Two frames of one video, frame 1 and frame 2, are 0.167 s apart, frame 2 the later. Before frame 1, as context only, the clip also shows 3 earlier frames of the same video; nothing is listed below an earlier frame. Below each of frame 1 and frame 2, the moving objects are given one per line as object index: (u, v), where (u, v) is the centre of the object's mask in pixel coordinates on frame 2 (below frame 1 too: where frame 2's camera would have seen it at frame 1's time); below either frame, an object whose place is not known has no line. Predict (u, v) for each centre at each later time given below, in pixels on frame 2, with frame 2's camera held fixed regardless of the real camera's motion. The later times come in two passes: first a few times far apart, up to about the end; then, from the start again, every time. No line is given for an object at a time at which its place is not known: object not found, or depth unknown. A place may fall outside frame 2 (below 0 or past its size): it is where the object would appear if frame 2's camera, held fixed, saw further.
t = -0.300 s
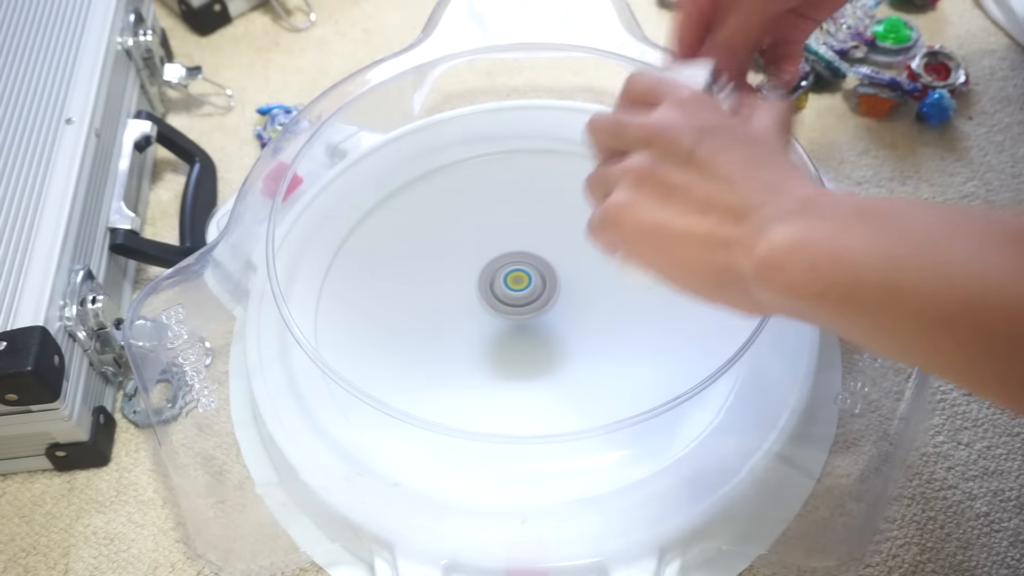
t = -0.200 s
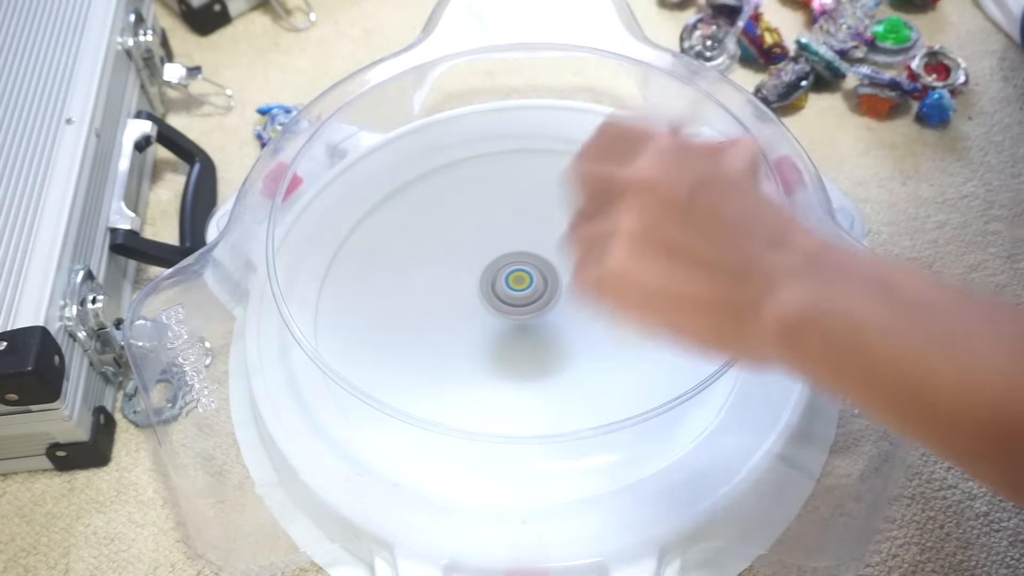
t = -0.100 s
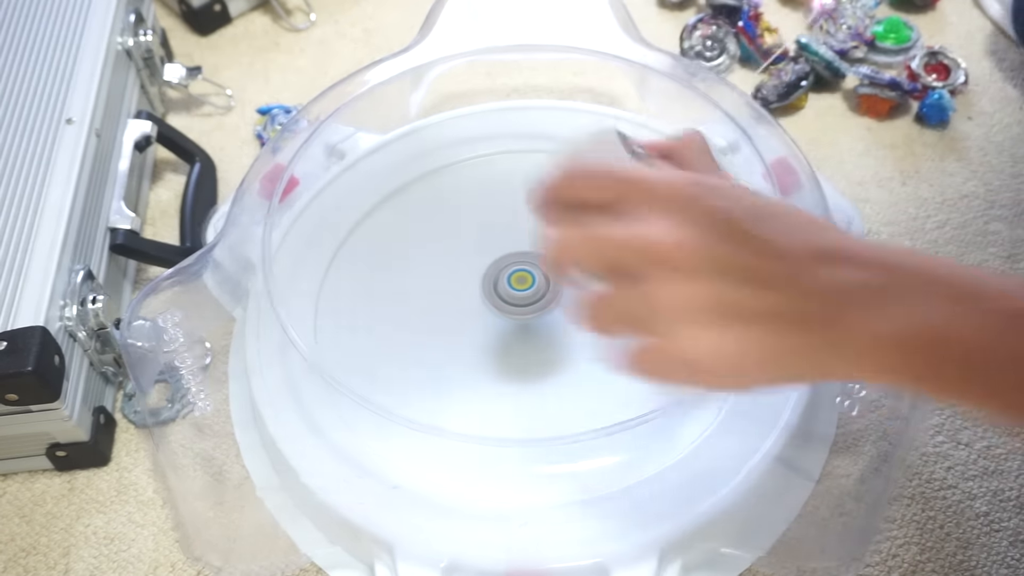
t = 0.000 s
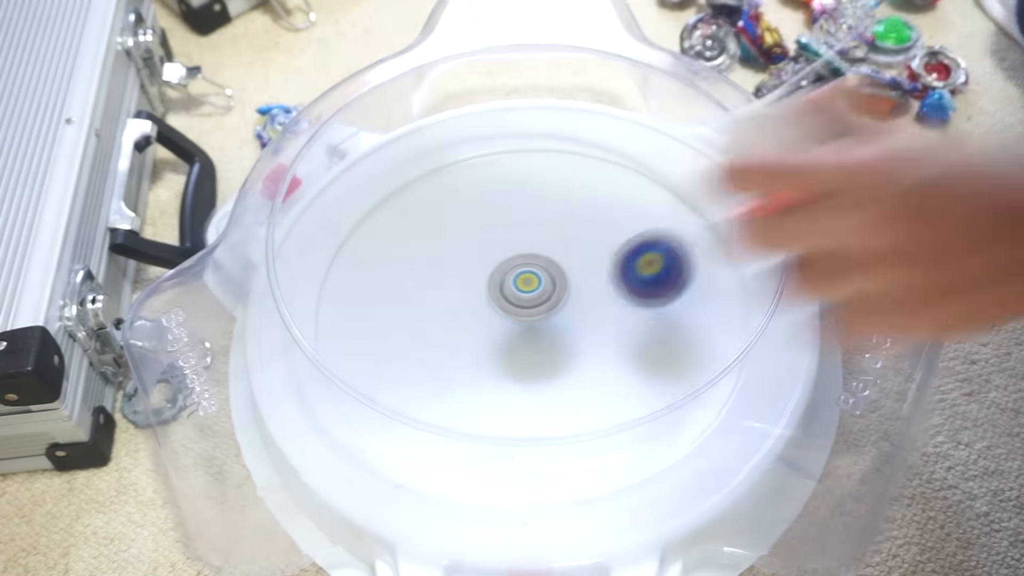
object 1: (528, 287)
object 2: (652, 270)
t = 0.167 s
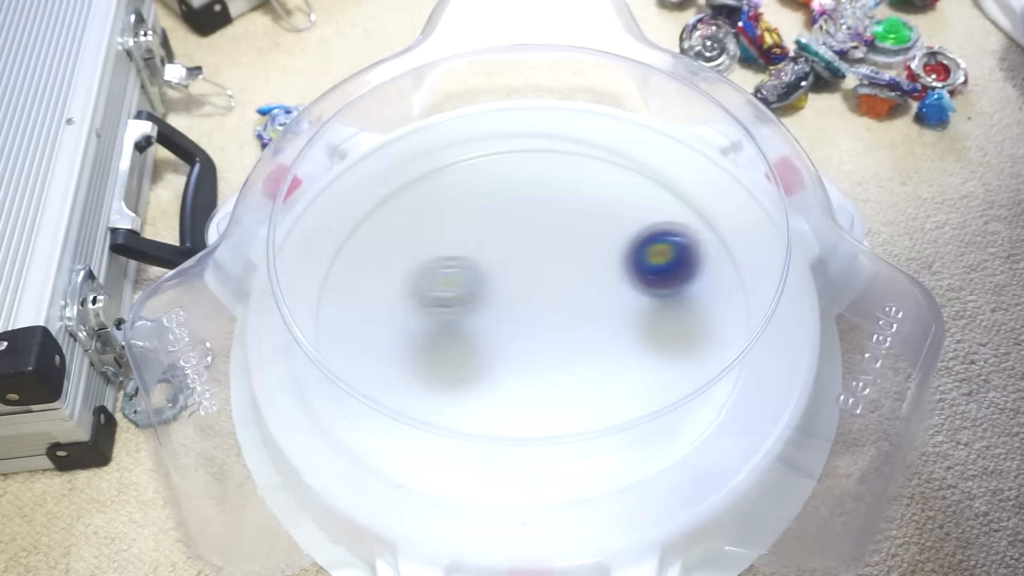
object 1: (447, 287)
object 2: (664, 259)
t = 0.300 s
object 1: (380, 308)
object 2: (693, 283)
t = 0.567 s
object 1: (421, 390)
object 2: (639, 369)
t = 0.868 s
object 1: (416, 369)
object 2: (586, 349)
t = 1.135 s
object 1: (461, 328)
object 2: (594, 283)
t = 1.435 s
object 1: (402, 336)
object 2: (603, 244)
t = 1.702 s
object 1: (404, 333)
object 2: (513, 325)
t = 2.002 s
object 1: (428, 321)
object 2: (588, 418)
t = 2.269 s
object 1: (499, 293)
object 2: (675, 348)
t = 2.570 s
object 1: (471, 181)
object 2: (575, 226)
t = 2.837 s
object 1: (432, 218)
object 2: (456, 359)
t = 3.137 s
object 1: (529, 298)
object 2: (588, 457)
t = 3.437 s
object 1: (628, 270)
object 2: (719, 269)
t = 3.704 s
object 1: (516, 276)
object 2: (592, 180)
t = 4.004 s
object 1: (492, 400)
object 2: (385, 351)
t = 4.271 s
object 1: (610, 428)
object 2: (474, 469)
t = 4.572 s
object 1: (679, 317)
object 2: (507, 325)
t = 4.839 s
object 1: (590, 277)
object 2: (480, 241)
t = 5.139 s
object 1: (537, 269)
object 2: (416, 283)
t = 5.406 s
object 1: (516, 271)
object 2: (486, 368)
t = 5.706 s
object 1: (513, 277)
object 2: (609, 223)
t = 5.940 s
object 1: (521, 283)
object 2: (490, 152)
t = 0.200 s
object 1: (424, 290)
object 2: (675, 261)
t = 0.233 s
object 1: (406, 293)
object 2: (684, 266)
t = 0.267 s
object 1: (392, 299)
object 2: (691, 273)
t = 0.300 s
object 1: (380, 308)
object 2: (693, 283)
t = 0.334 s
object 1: (374, 323)
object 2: (694, 293)
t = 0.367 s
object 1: (374, 338)
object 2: (693, 304)
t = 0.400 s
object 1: (379, 353)
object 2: (689, 316)
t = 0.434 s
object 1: (387, 366)
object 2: (683, 328)
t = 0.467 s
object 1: (394, 377)
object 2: (675, 338)
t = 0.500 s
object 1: (403, 383)
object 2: (664, 349)
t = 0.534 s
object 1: (413, 387)
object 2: (653, 358)
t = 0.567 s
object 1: (421, 390)
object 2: (639, 369)
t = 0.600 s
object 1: (430, 392)
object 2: (624, 375)
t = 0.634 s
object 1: (438, 390)
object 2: (608, 379)
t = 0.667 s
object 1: (446, 390)
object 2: (592, 381)
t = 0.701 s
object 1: (452, 390)
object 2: (576, 380)
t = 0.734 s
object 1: (459, 389)
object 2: (560, 376)
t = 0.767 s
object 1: (459, 387)
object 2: (551, 371)
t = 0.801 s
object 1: (440, 383)
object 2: (563, 366)
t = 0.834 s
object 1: (425, 378)
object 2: (575, 359)
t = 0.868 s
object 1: (416, 369)
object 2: (586, 349)
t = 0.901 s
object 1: (414, 358)
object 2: (596, 339)
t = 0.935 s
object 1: (416, 350)
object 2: (604, 330)
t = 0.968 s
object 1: (421, 344)
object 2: (609, 321)
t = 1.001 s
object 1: (428, 340)
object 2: (612, 310)
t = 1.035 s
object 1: (437, 336)
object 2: (612, 301)
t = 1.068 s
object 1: (445, 333)
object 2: (609, 294)
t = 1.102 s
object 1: (453, 330)
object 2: (603, 288)
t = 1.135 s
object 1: (461, 328)
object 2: (594, 283)
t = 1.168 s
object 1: (468, 325)
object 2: (583, 280)
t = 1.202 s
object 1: (475, 322)
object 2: (569, 280)
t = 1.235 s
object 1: (477, 320)
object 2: (556, 279)
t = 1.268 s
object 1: (453, 327)
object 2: (564, 273)
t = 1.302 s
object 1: (429, 332)
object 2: (579, 263)
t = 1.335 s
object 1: (413, 335)
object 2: (590, 254)
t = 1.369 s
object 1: (404, 335)
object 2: (598, 248)
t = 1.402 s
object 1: (401, 335)
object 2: (603, 244)
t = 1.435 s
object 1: (402, 336)
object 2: (603, 244)
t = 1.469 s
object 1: (404, 336)
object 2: (600, 248)
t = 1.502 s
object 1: (406, 337)
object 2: (591, 254)
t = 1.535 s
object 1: (410, 337)
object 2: (580, 261)
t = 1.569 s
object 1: (414, 337)
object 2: (564, 271)
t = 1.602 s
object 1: (418, 336)
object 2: (546, 282)
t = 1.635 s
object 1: (423, 334)
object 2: (525, 296)
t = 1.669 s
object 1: (422, 333)
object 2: (509, 312)
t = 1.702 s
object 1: (404, 333)
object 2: (513, 325)
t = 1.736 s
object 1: (391, 330)
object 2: (517, 338)
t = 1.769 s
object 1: (385, 327)
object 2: (521, 353)
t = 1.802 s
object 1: (385, 325)
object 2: (526, 366)
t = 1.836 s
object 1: (389, 324)
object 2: (533, 377)
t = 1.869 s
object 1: (396, 324)
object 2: (540, 391)
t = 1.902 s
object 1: (403, 324)
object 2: (550, 397)
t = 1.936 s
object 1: (411, 323)
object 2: (561, 402)
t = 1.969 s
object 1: (419, 322)
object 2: (573, 405)
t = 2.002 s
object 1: (428, 321)
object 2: (588, 418)
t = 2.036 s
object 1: (436, 319)
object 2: (603, 420)
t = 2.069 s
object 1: (445, 317)
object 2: (617, 421)
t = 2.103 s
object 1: (454, 315)
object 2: (633, 417)
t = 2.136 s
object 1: (463, 313)
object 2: (648, 412)
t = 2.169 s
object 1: (471, 310)
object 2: (662, 404)
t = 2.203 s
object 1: (480, 306)
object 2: (673, 390)
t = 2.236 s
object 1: (489, 300)
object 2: (674, 366)
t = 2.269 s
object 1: (499, 293)
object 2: (675, 348)
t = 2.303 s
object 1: (508, 283)
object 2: (664, 326)
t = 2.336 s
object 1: (517, 273)
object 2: (649, 301)
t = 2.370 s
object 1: (524, 262)
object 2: (629, 276)
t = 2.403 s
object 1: (526, 249)
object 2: (611, 257)
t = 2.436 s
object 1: (510, 226)
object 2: (611, 240)
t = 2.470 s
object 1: (496, 210)
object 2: (608, 234)
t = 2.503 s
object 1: (486, 196)
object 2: (601, 230)
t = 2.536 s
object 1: (478, 185)
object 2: (590, 227)
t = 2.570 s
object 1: (471, 181)
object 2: (575, 226)
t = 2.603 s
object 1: (467, 183)
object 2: (557, 229)
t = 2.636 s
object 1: (464, 188)
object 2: (535, 234)
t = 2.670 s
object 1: (458, 191)
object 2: (517, 249)
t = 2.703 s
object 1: (447, 190)
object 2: (504, 268)
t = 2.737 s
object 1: (440, 193)
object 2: (488, 289)
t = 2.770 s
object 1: (436, 199)
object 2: (475, 311)
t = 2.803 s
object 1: (433, 208)
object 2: (464, 334)
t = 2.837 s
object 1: (432, 218)
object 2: (456, 359)
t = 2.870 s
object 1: (433, 229)
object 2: (452, 383)
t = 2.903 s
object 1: (436, 241)
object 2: (455, 398)
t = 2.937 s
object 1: (442, 252)
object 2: (461, 426)
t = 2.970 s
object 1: (452, 262)
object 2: (472, 443)
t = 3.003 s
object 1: (464, 272)
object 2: (488, 457)
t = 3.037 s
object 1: (479, 280)
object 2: (509, 465)
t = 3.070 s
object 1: (495, 288)
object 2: (534, 471)
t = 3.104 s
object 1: (512, 294)
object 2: (561, 465)
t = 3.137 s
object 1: (529, 298)
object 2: (588, 457)
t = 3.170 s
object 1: (545, 301)
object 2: (616, 445)
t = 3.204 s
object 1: (561, 302)
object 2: (647, 427)
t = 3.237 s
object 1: (577, 302)
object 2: (671, 407)
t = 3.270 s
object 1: (592, 301)
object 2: (691, 382)
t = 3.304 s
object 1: (606, 299)
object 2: (696, 350)
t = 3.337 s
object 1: (620, 298)
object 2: (703, 328)
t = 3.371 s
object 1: (626, 291)
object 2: (712, 298)
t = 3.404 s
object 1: (627, 281)
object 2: (717, 280)
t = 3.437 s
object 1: (628, 270)
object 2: (719, 269)
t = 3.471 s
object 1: (621, 259)
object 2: (719, 254)
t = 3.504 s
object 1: (610, 253)
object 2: (714, 238)
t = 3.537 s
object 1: (600, 248)
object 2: (702, 224)
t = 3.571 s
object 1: (590, 246)
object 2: (682, 212)
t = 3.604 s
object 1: (581, 245)
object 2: (658, 203)
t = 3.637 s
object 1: (557, 256)
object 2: (639, 192)
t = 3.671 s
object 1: (535, 266)
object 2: (618, 183)
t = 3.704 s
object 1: (516, 276)
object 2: (592, 180)
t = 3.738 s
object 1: (500, 288)
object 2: (563, 183)
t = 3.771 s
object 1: (488, 300)
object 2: (533, 190)
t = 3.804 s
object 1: (479, 315)
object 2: (503, 202)
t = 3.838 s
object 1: (473, 329)
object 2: (473, 220)
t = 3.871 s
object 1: (472, 346)
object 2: (445, 242)
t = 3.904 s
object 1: (474, 361)
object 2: (422, 266)
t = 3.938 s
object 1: (479, 375)
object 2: (404, 292)
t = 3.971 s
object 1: (484, 391)
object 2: (392, 322)
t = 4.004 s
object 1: (492, 400)
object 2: (385, 351)
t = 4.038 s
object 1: (500, 407)
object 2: (391, 375)
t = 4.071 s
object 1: (505, 430)
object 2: (399, 410)
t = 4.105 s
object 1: (509, 436)
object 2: (411, 443)
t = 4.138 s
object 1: (523, 443)
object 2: (424, 460)
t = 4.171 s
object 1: (543, 446)
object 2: (443, 466)
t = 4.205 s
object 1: (557, 445)
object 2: (465, 470)
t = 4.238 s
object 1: (579, 438)
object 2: (475, 472)
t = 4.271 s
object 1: (610, 428)
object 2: (474, 469)
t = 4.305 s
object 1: (638, 416)
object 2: (480, 451)
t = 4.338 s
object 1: (661, 402)
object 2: (483, 433)
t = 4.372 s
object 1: (679, 387)
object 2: (490, 409)
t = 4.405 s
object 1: (690, 372)
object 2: (492, 400)
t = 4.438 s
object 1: (692, 353)
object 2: (496, 387)
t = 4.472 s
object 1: (696, 343)
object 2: (500, 372)
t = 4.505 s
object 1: (693, 334)
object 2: (503, 356)
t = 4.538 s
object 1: (686, 325)
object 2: (506, 341)
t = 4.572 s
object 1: (679, 317)
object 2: (507, 325)
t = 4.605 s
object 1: (669, 310)
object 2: (507, 311)
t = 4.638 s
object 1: (659, 304)
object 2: (506, 296)
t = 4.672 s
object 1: (648, 297)
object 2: (504, 282)
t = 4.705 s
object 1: (636, 292)
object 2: (501, 270)
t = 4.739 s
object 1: (623, 286)
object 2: (497, 260)
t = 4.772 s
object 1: (611, 283)
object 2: (492, 252)
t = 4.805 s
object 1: (600, 280)
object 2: (486, 245)
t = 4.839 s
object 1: (590, 277)
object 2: (480, 241)
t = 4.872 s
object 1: (582, 275)
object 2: (472, 239)
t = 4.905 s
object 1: (575, 273)
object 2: (465, 239)
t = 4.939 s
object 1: (569, 272)
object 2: (458, 241)
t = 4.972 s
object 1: (563, 272)
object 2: (450, 245)
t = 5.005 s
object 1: (557, 271)
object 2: (443, 250)
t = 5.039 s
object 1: (551, 270)
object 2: (436, 256)
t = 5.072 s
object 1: (546, 269)
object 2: (429, 265)
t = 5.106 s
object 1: (541, 269)
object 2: (422, 274)
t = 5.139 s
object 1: (537, 269)
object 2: (416, 283)
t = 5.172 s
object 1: (533, 270)
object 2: (411, 294)
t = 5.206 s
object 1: (529, 269)
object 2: (407, 306)
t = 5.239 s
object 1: (526, 270)
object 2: (406, 320)
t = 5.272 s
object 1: (523, 270)
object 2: (410, 335)
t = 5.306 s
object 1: (521, 270)
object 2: (422, 349)
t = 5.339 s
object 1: (519, 271)
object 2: (439, 360)
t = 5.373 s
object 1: (517, 271)
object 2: (461, 367)
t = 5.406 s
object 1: (516, 271)
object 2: (486, 368)
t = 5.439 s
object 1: (514, 271)
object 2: (513, 365)
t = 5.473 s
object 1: (513, 271)
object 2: (538, 357)
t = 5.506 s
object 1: (512, 272)
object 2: (562, 343)
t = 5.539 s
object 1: (512, 273)
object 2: (581, 326)
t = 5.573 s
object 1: (512, 274)
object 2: (596, 306)
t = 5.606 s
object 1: (512, 275)
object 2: (606, 285)
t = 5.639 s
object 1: (512, 275)
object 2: (611, 264)
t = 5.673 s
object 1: (512, 276)
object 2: (612, 243)
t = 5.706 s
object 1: (513, 277)
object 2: (609, 223)
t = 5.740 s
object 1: (514, 277)
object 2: (601, 206)
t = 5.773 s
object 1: (515, 278)
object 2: (589, 189)
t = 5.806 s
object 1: (516, 279)
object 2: (574, 176)
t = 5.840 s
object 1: (518, 280)
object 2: (555, 167)
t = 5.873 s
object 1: (519, 281)
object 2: (536, 158)
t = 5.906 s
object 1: (520, 282)
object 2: (513, 154)
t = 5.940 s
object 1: (521, 283)
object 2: (490, 152)
